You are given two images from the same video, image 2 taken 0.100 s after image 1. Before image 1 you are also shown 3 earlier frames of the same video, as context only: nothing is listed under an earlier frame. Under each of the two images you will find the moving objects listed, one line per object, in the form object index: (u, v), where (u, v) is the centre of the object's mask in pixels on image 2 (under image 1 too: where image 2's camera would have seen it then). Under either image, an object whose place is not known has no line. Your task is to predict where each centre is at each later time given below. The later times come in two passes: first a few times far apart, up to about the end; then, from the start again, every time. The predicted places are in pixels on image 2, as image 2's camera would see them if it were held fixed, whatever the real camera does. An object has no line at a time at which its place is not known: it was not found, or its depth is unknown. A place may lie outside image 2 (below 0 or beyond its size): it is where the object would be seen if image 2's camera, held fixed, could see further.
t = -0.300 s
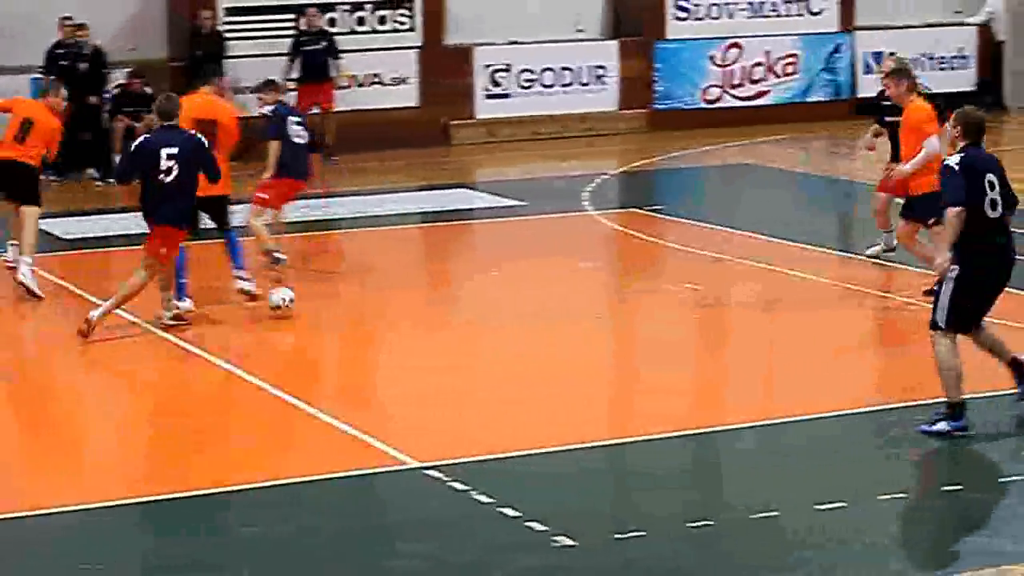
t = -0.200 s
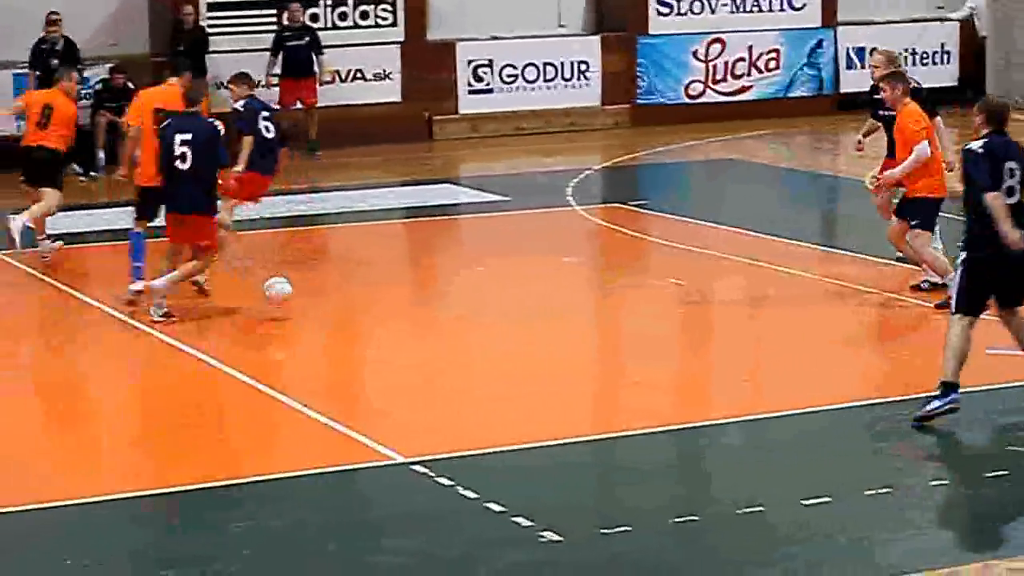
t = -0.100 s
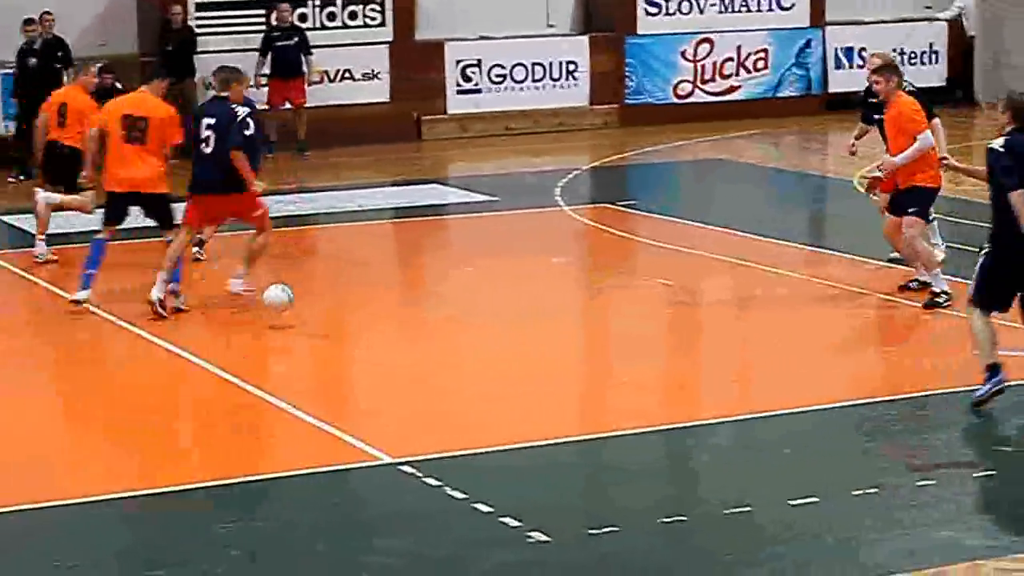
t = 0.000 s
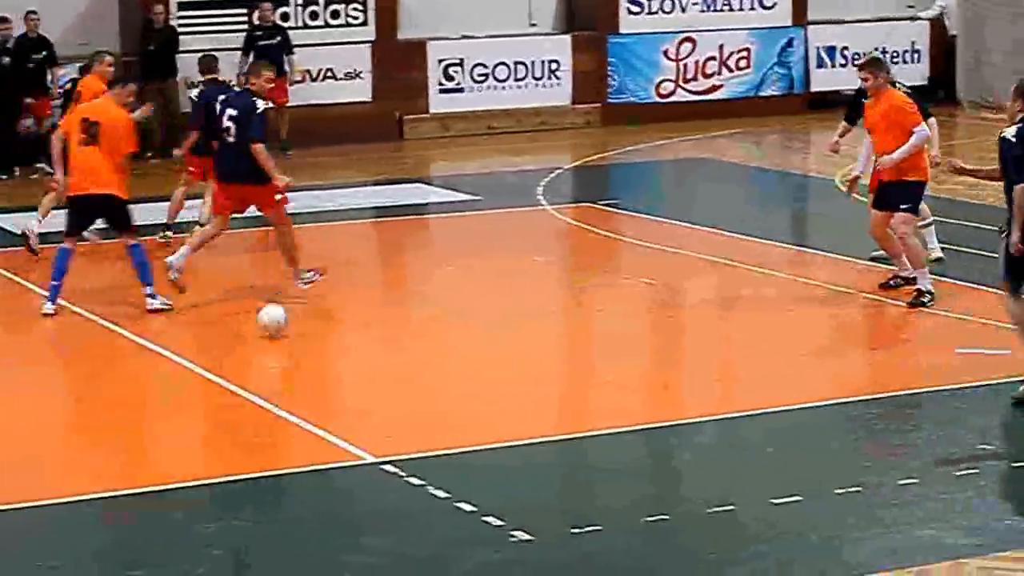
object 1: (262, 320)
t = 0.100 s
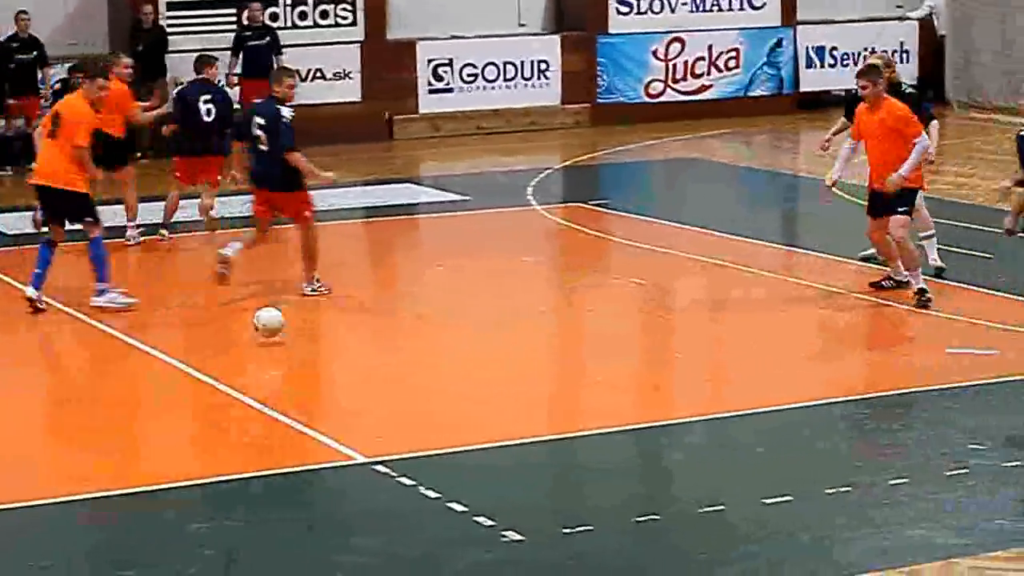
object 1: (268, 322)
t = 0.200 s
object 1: (271, 332)
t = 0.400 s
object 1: (280, 352)
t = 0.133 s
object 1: (269, 324)
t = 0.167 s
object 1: (270, 327)
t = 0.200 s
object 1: (271, 332)
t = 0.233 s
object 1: (274, 340)
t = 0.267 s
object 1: (274, 340)
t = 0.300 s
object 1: (276, 341)
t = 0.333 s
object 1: (277, 344)
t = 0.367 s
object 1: (279, 349)
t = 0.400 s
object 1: (280, 352)
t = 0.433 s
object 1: (282, 354)
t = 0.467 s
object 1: (284, 357)
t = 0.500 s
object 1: (288, 359)
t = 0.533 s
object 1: (289, 362)
